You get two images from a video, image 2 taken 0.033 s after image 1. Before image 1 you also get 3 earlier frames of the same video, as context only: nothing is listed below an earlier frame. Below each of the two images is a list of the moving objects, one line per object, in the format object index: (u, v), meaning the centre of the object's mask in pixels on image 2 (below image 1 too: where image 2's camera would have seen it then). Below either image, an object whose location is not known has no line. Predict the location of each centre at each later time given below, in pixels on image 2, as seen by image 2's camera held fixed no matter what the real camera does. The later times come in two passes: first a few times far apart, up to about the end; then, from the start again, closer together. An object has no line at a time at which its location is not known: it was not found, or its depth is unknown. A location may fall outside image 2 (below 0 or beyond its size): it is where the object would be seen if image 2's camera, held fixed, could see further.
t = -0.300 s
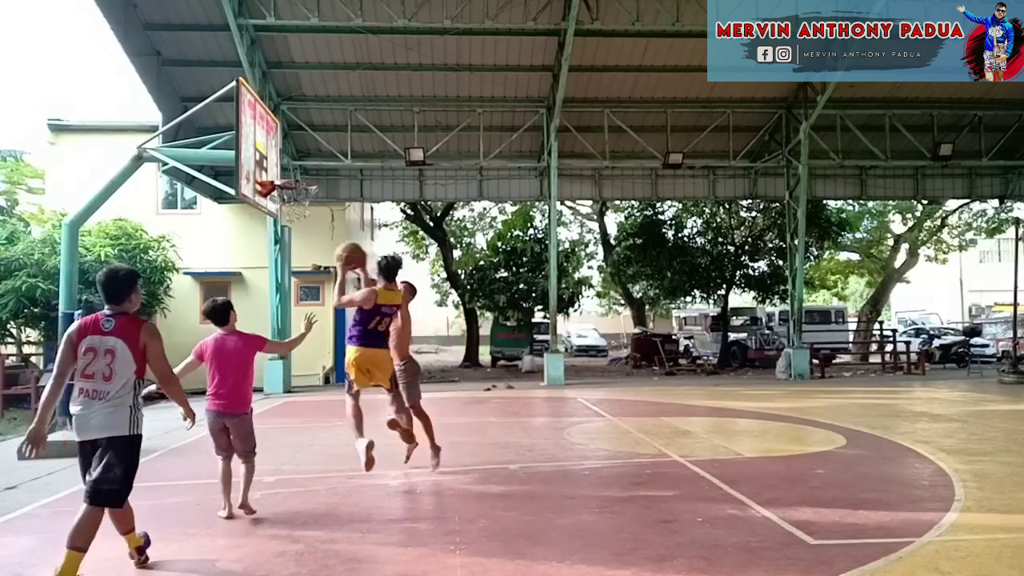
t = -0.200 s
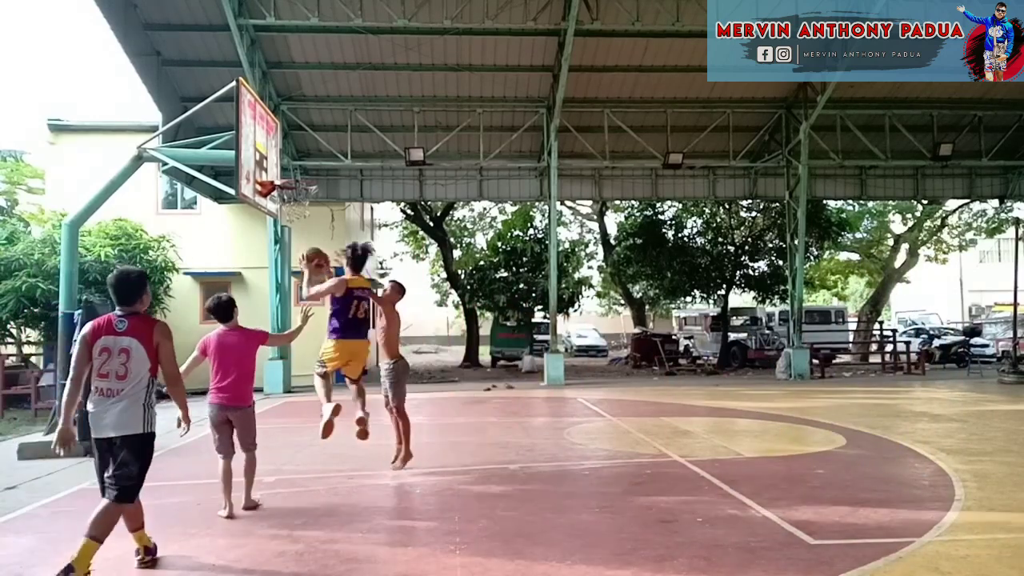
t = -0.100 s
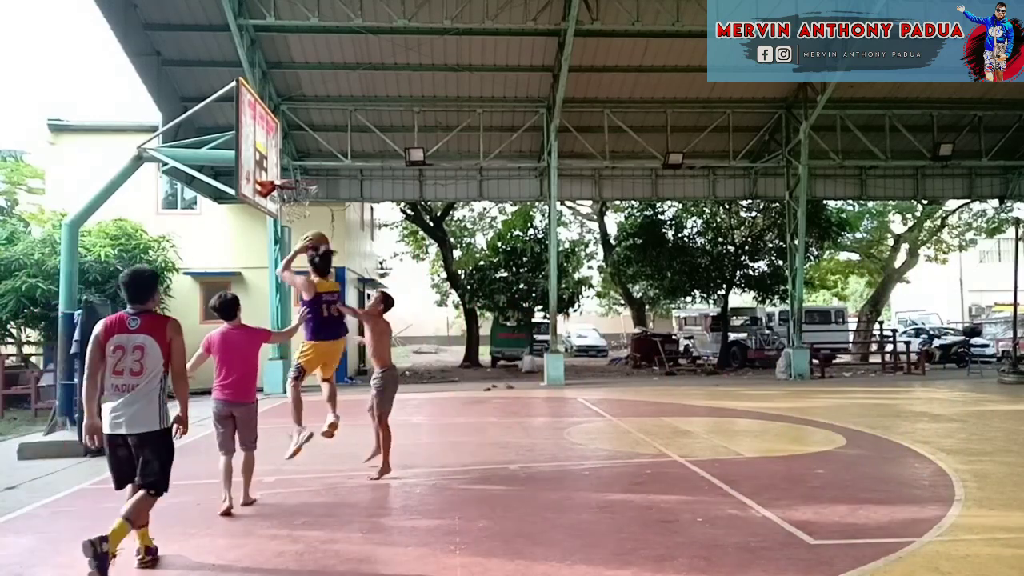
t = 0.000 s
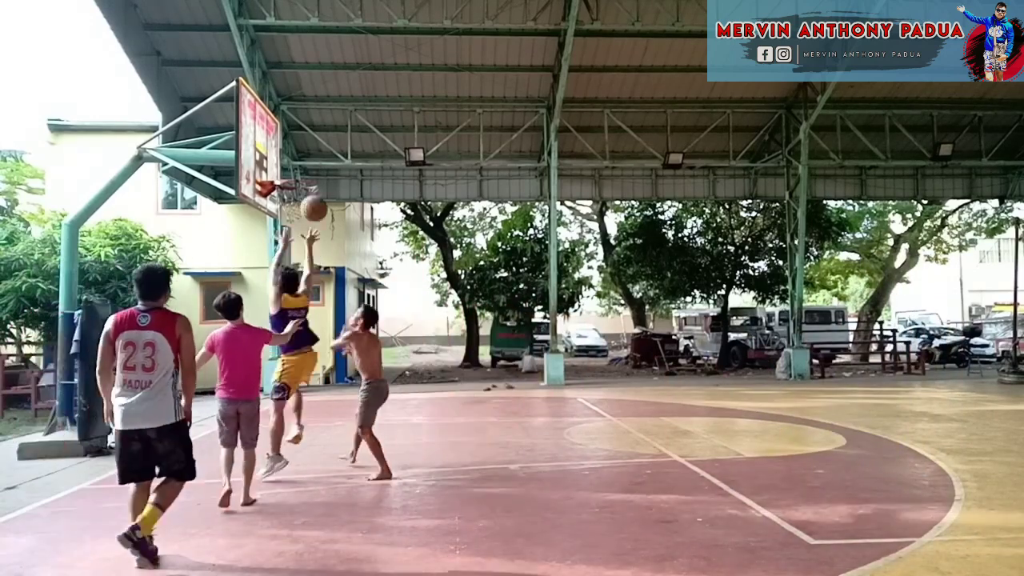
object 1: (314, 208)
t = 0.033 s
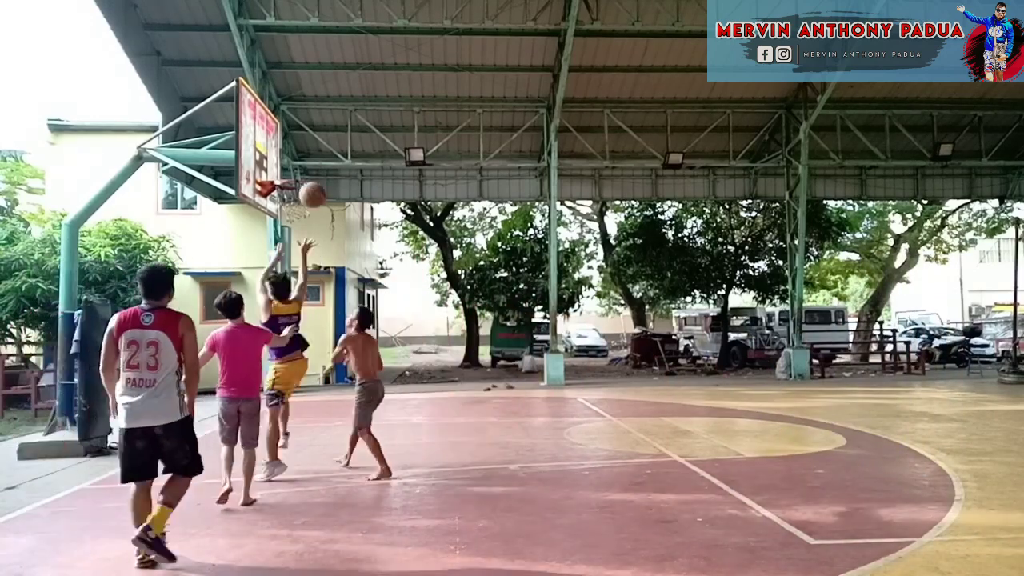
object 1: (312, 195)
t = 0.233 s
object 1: (305, 144)
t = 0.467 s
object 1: (297, 137)
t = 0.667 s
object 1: (292, 163)
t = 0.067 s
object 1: (310, 182)
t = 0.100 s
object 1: (309, 173)
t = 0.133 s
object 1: (308, 163)
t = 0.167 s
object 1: (307, 155)
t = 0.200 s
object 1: (306, 149)
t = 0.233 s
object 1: (305, 144)
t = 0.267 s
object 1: (304, 141)
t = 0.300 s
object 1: (303, 139)
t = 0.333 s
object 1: (301, 136)
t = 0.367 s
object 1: (300, 135)
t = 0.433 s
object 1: (300, 136)
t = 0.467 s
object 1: (297, 137)
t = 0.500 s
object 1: (297, 139)
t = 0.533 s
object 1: (297, 142)
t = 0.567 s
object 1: (296, 146)
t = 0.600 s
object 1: (295, 150)
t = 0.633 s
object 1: (294, 156)
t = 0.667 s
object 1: (292, 163)
